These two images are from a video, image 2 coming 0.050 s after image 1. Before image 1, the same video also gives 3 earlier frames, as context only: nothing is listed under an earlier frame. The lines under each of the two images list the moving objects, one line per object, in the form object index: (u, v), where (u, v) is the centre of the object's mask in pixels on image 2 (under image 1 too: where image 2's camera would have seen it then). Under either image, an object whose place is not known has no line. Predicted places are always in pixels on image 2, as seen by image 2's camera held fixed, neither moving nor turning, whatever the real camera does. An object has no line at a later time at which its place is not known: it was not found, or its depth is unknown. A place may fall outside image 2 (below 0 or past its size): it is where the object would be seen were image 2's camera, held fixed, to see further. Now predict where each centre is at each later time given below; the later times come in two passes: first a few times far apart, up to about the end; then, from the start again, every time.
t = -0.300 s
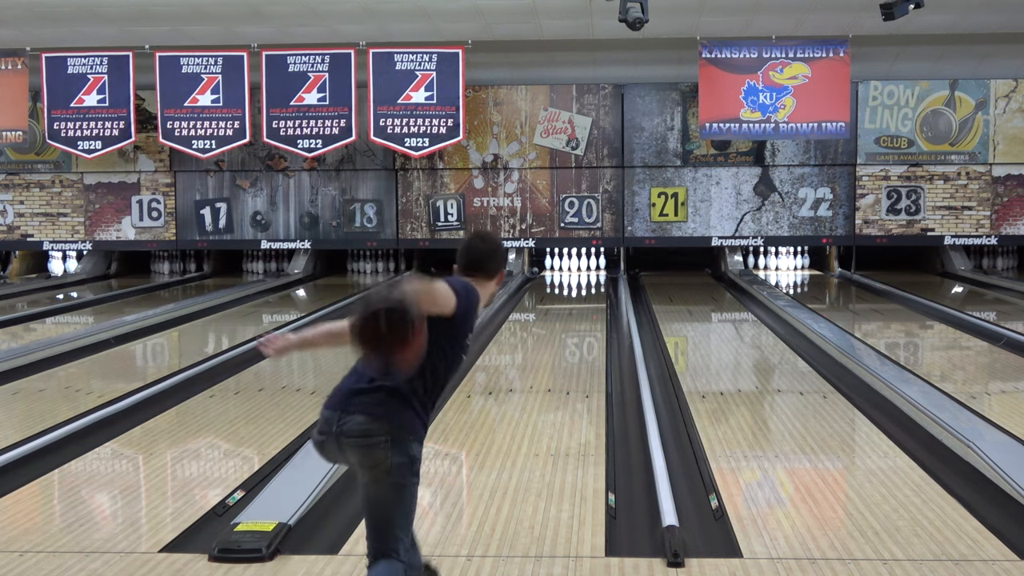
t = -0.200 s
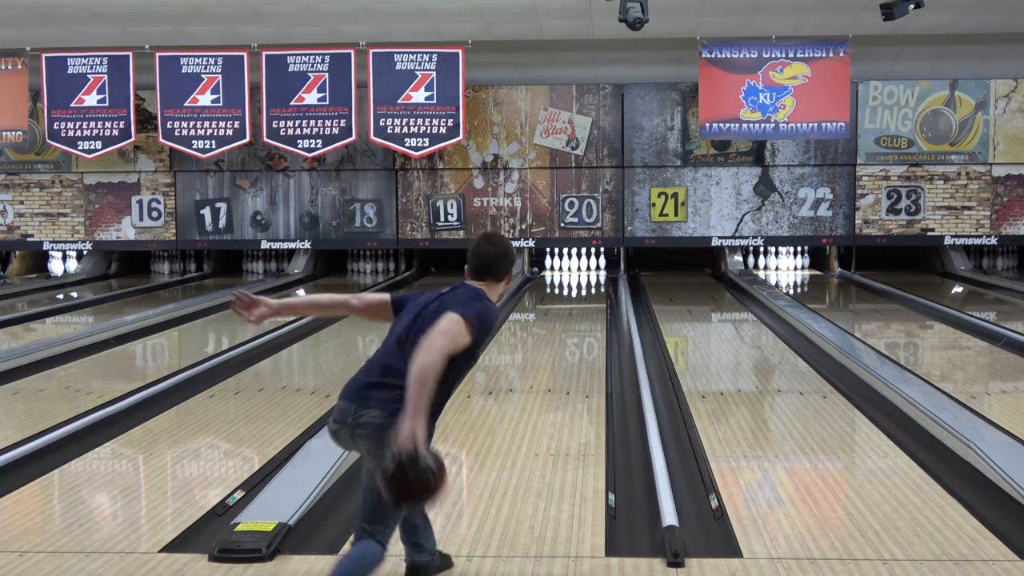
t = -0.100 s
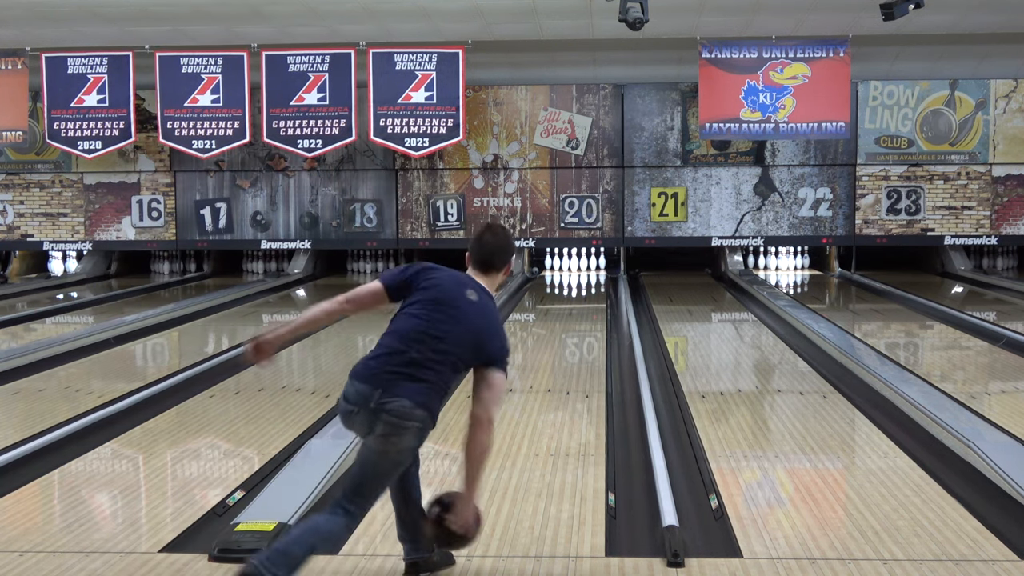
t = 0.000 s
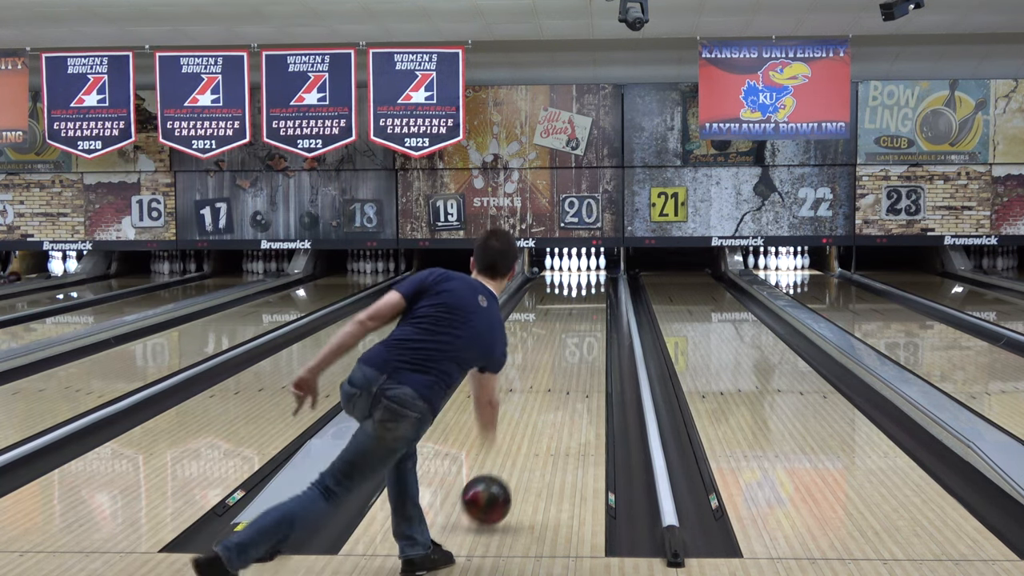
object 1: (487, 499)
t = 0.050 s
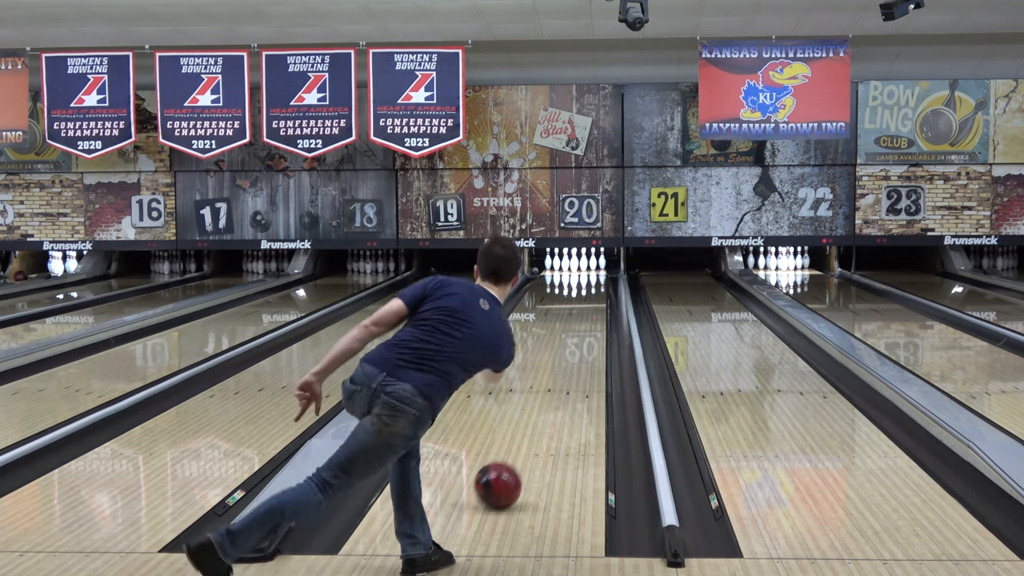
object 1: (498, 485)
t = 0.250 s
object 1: (532, 425)
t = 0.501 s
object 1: (559, 378)
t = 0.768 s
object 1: (577, 344)
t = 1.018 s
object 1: (588, 322)
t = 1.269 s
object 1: (595, 305)
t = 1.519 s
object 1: (599, 292)
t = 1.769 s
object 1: (598, 282)
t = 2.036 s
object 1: (592, 274)
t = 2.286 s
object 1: (581, 268)
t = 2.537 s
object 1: (575, 265)
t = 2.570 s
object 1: (574, 264)
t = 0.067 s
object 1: (501, 479)
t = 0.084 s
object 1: (505, 472)
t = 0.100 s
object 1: (508, 468)
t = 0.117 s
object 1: (511, 462)
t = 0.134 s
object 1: (514, 457)
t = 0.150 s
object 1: (517, 452)
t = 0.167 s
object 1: (520, 447)
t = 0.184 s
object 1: (523, 442)
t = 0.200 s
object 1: (525, 438)
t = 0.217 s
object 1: (527, 434)
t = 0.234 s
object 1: (530, 430)
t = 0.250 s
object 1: (532, 425)
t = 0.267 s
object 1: (534, 421)
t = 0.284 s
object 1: (537, 417)
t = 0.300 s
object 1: (539, 414)
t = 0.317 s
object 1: (541, 410)
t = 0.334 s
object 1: (543, 407)
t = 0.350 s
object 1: (545, 404)
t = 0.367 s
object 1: (546, 400)
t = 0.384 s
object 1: (548, 397)
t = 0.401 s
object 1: (550, 394)
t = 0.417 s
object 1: (552, 391)
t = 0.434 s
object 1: (553, 388)
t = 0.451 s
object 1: (555, 385)
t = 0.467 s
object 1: (556, 383)
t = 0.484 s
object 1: (558, 380)
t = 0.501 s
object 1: (559, 378)
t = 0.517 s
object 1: (561, 375)
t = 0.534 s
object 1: (562, 373)
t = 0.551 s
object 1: (563, 370)
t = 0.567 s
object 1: (564, 368)
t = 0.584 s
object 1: (565, 366)
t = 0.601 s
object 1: (567, 363)
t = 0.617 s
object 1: (568, 361)
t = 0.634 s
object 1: (569, 359)
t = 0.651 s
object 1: (570, 357)
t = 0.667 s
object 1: (571, 355)
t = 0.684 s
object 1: (572, 353)
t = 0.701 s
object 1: (573, 351)
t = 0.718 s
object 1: (574, 349)
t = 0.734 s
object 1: (576, 348)
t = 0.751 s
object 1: (577, 346)
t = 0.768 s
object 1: (577, 344)
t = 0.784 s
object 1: (578, 342)
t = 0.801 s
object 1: (579, 340)
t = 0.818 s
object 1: (580, 339)
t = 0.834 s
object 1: (581, 337)
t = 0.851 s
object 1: (582, 336)
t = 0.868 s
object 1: (582, 334)
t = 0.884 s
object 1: (583, 333)
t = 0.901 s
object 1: (584, 331)
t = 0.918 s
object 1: (584, 330)
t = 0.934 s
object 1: (585, 328)
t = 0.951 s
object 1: (586, 327)
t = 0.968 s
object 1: (587, 325)
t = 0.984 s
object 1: (587, 324)
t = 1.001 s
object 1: (588, 323)
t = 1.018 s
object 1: (588, 322)
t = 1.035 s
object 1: (589, 321)
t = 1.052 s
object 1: (590, 319)
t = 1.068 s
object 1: (590, 318)
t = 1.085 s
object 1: (591, 317)
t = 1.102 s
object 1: (591, 315)
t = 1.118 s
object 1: (592, 314)
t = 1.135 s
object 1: (592, 313)
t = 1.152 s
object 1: (593, 312)
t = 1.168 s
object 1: (593, 311)
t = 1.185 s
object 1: (593, 310)
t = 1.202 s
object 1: (594, 309)
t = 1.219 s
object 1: (594, 308)
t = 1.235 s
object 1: (594, 307)
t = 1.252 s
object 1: (595, 306)
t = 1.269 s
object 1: (595, 305)
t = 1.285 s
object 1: (595, 304)
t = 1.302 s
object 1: (596, 303)
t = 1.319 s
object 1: (596, 302)
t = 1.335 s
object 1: (596, 302)
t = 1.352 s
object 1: (597, 300)
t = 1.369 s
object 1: (597, 300)
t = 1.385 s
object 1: (597, 298)
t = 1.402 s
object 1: (597, 298)
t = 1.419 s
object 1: (598, 297)
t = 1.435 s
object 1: (598, 296)
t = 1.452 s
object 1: (598, 295)
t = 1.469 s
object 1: (598, 294)
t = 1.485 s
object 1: (599, 293)
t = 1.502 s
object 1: (599, 293)
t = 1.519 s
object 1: (599, 292)
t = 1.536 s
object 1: (599, 291)
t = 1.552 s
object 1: (599, 290)
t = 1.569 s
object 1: (599, 290)
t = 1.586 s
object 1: (599, 290)
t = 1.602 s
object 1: (599, 288)
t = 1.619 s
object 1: (599, 288)
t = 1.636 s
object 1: (599, 287)
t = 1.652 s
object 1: (599, 286)
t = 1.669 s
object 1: (599, 286)
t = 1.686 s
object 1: (599, 285)
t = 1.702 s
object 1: (599, 284)
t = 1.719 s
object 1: (599, 283)
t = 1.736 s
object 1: (599, 283)
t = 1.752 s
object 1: (599, 282)
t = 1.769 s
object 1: (598, 282)
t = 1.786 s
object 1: (598, 281)
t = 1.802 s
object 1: (598, 281)
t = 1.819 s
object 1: (598, 280)
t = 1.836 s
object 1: (598, 280)
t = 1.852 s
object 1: (597, 280)
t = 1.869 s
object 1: (597, 279)
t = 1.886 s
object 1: (596, 278)
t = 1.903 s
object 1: (596, 278)
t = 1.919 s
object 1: (595, 277)
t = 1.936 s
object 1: (595, 277)
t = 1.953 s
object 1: (594, 276)
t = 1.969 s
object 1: (593, 276)
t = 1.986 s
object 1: (593, 275)
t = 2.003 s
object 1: (593, 275)
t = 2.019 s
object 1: (592, 274)
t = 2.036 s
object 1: (592, 274)
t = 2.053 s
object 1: (591, 274)
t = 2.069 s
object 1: (590, 273)
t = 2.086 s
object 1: (589, 272)
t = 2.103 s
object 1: (589, 272)
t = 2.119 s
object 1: (588, 271)
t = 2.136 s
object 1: (587, 271)
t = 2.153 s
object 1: (586, 270)
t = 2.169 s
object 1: (585, 270)
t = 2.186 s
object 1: (585, 270)
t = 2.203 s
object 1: (584, 269)
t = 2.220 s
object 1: (583, 269)
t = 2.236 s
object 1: (582, 269)
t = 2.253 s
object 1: (582, 268)
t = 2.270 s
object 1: (581, 268)
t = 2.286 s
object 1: (581, 268)
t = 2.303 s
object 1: (580, 267)
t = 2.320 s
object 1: (579, 267)
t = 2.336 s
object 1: (578, 267)
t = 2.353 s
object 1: (578, 266)
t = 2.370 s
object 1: (577, 266)
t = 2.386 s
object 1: (577, 265)
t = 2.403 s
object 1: (577, 265)
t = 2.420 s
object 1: (577, 265)
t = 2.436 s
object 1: (577, 265)
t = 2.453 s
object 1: (576, 265)
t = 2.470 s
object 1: (576, 264)
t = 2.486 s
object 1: (576, 264)
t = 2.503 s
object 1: (576, 264)
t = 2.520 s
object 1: (575, 264)
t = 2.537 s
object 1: (575, 265)
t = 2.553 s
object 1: (574, 264)
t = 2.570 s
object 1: (574, 264)
